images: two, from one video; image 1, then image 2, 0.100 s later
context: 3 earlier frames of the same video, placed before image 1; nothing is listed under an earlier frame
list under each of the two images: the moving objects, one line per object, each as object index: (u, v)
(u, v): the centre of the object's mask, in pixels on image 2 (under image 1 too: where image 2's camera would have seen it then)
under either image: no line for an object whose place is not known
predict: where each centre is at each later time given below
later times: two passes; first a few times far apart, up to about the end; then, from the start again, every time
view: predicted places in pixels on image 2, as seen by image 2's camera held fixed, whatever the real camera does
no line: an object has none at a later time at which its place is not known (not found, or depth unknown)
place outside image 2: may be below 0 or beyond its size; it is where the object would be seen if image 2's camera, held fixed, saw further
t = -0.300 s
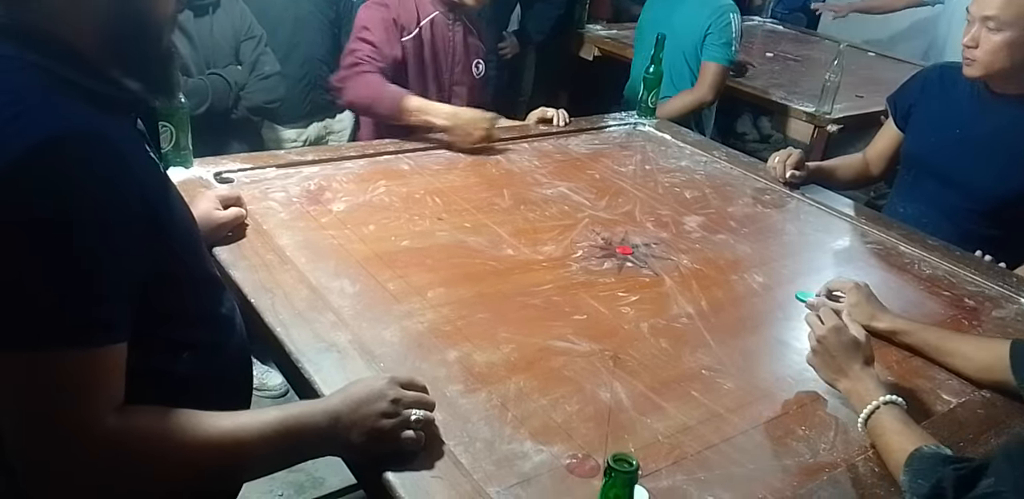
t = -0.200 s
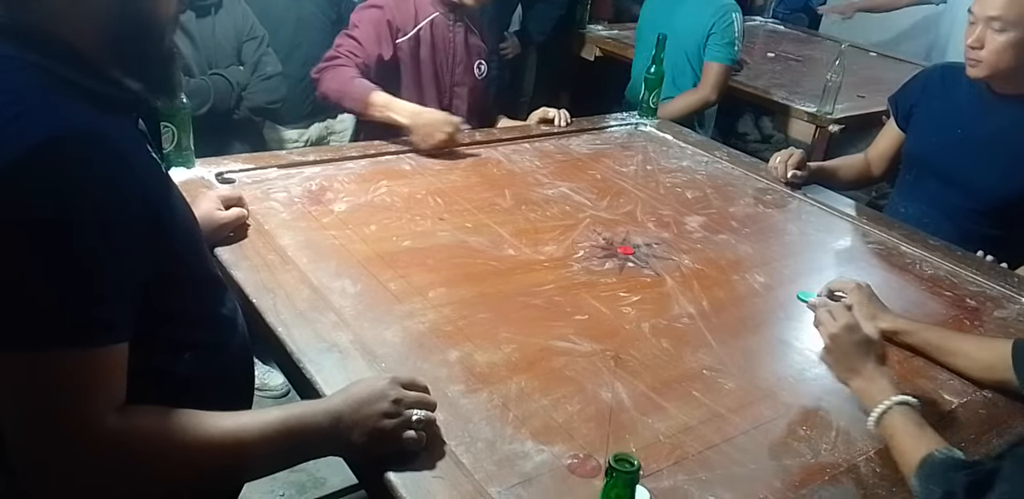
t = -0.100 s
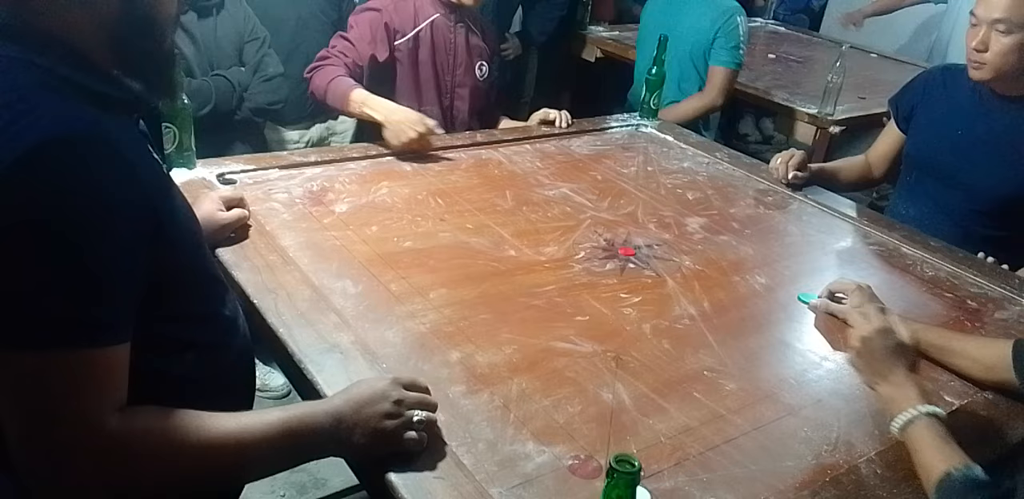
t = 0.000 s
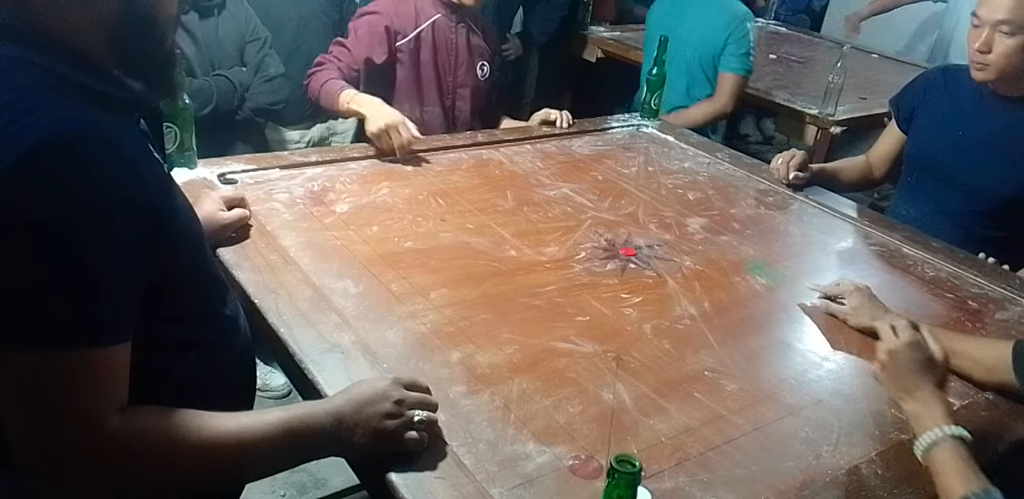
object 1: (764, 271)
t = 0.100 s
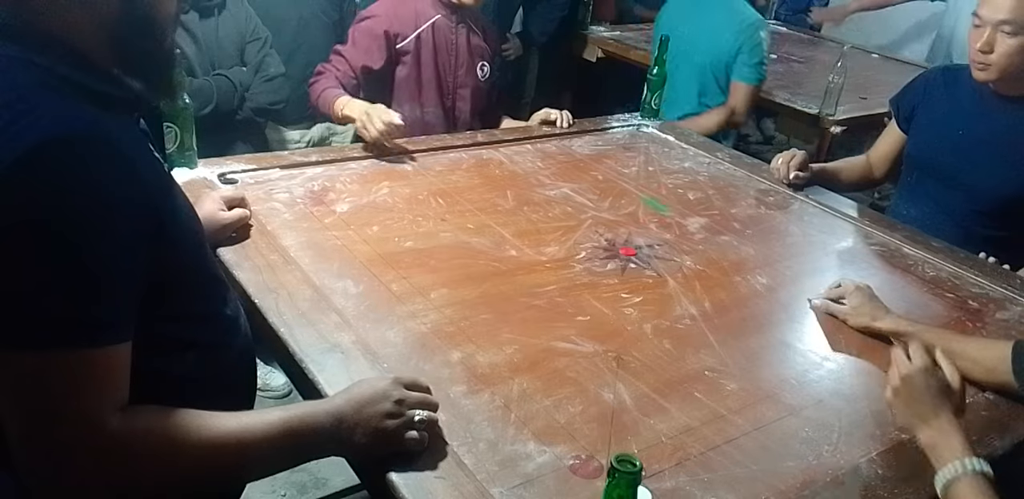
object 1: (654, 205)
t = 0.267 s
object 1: (566, 146)
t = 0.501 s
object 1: (731, 230)
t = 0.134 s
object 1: (626, 187)
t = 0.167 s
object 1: (598, 170)
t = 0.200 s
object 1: (572, 154)
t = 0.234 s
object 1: (556, 142)
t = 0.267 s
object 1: (566, 146)
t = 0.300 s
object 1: (590, 160)
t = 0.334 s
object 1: (612, 171)
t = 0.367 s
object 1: (634, 183)
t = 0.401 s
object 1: (657, 194)
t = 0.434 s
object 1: (680, 205)
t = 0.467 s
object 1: (707, 217)
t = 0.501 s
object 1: (731, 230)
